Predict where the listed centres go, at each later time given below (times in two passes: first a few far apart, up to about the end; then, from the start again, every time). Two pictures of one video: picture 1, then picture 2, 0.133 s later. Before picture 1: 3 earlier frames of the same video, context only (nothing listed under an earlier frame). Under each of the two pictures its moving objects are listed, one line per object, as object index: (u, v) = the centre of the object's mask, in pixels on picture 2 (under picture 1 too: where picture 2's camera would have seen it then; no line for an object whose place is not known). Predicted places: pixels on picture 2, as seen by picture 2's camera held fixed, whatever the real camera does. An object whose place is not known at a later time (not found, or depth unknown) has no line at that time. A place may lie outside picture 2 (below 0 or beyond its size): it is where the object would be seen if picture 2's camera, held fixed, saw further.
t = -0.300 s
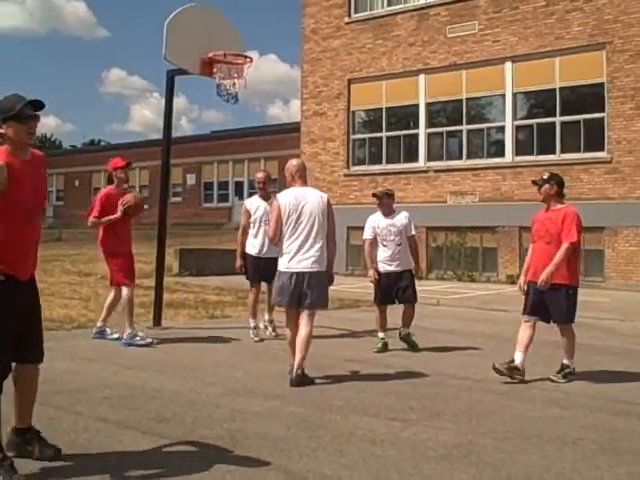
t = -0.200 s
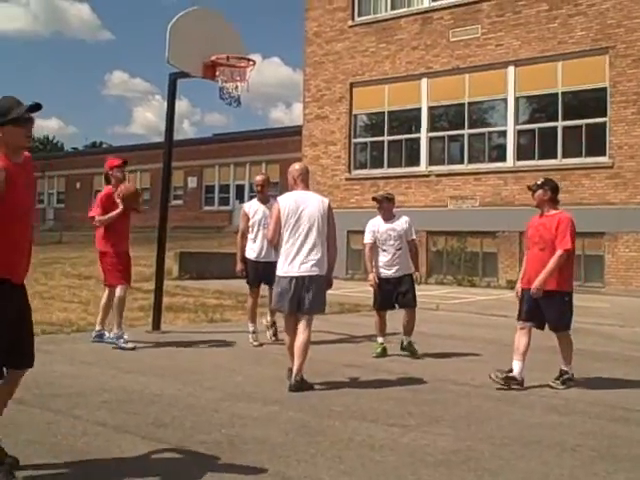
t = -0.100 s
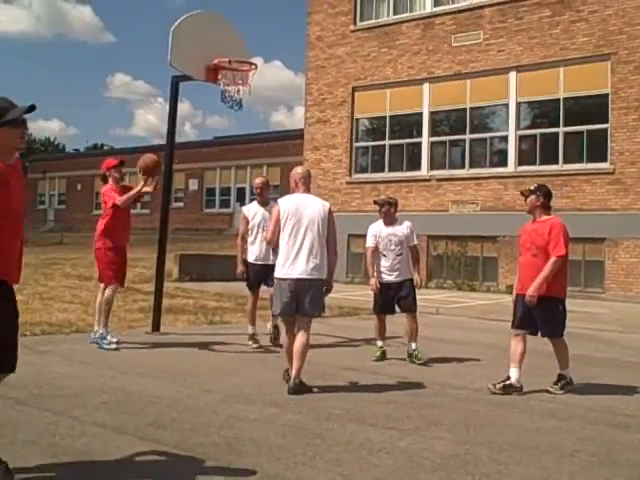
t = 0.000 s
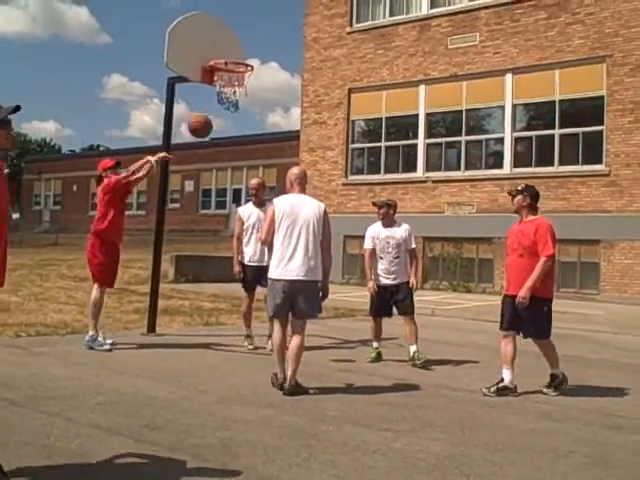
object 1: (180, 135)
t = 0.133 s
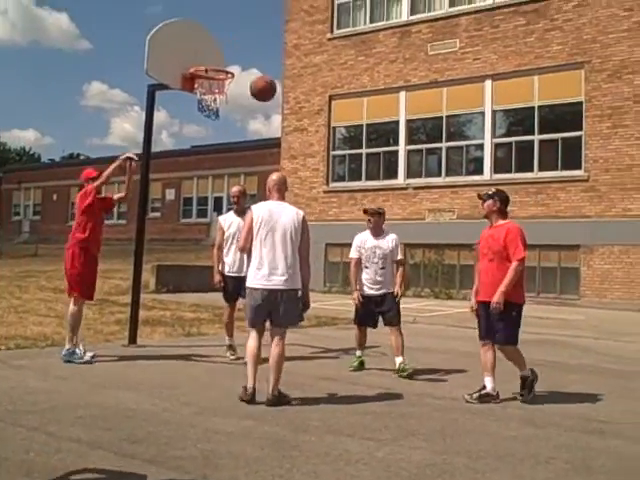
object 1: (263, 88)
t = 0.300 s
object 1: (383, 52)
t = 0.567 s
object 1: (636, 51)
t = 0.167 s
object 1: (286, 79)
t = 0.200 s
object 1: (309, 71)
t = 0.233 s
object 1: (332, 64)
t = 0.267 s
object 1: (357, 57)
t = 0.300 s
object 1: (383, 52)
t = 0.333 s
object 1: (410, 49)
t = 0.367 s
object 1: (439, 45)
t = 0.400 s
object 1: (468, 42)
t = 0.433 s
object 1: (499, 41)
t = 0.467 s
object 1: (531, 42)
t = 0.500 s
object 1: (564, 45)
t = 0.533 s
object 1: (598, 47)
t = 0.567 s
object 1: (636, 51)
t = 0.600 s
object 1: (675, 60)
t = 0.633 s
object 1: (712, 70)
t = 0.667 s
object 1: (752, 80)
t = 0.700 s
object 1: (792, 95)
